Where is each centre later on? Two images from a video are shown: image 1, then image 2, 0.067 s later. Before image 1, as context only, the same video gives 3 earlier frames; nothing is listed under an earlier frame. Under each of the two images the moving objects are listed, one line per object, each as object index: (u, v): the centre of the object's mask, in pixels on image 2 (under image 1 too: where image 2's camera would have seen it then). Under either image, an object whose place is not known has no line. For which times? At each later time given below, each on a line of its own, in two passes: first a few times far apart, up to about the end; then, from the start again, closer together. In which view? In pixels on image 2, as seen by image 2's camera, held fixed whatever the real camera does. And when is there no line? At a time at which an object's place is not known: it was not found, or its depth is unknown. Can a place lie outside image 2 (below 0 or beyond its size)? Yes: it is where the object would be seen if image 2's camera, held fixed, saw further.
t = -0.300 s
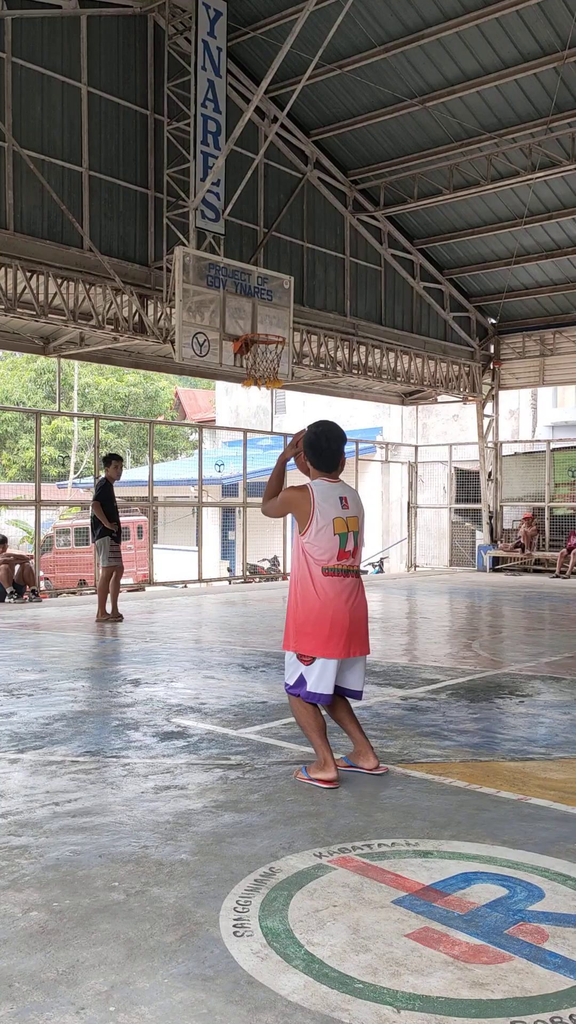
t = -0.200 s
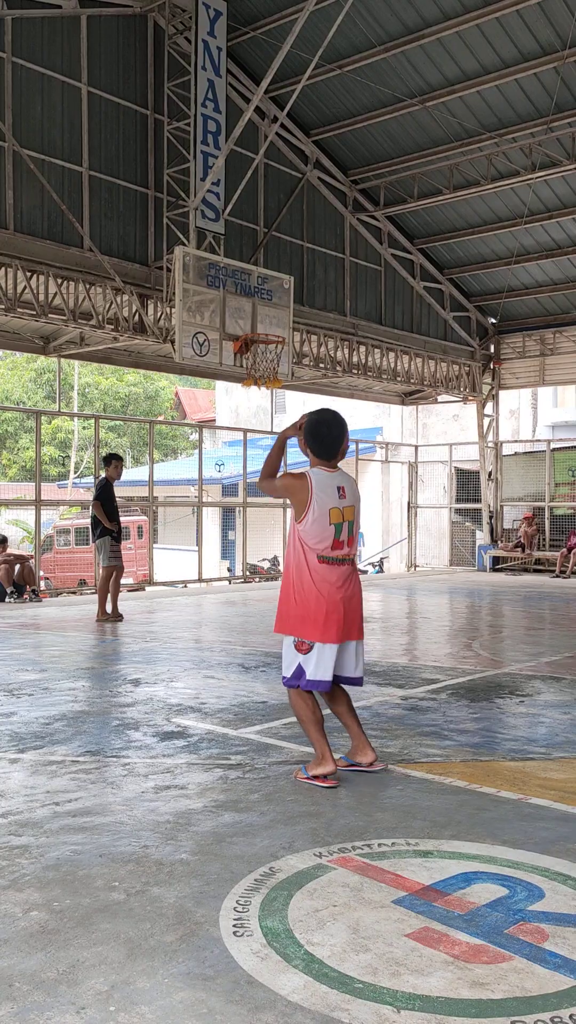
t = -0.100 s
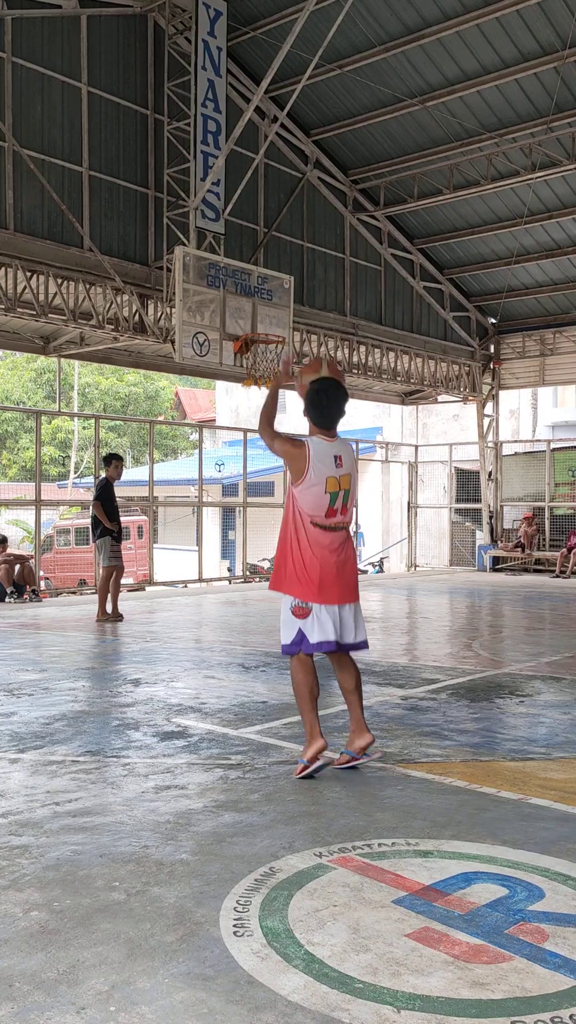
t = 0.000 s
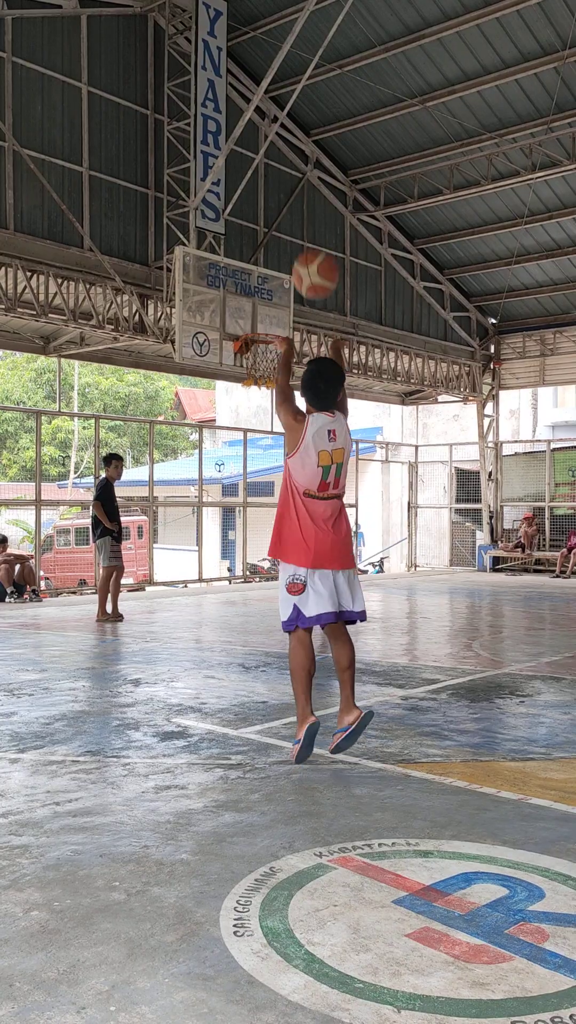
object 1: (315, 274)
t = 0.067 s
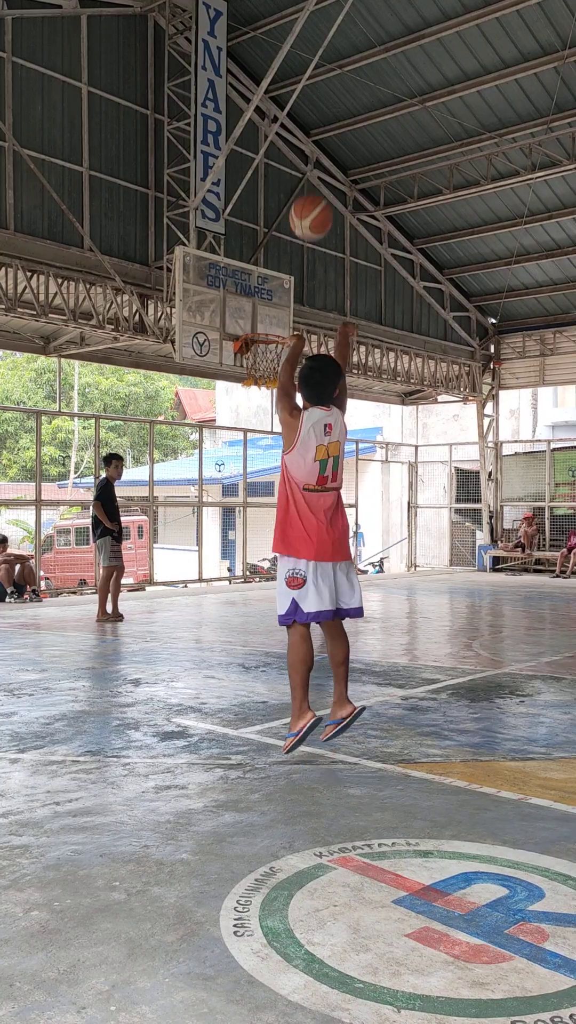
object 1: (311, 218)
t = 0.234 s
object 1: (302, 135)
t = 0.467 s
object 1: (292, 113)
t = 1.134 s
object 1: (276, 335)
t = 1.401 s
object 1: (281, 327)
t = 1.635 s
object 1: (299, 331)
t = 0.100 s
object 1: (309, 195)
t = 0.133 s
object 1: (307, 176)
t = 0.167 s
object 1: (305, 160)
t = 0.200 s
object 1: (304, 147)
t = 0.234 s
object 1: (302, 135)
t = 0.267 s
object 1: (300, 126)
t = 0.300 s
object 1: (298, 120)
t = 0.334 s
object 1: (297, 115)
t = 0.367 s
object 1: (296, 112)
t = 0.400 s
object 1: (295, 111)
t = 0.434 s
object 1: (294, 111)
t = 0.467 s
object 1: (292, 113)
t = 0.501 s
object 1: (292, 116)
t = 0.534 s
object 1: (291, 120)
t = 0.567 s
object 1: (289, 126)
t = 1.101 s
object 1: (277, 319)
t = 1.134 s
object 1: (276, 335)
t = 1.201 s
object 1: (258, 335)
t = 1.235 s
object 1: (256, 332)
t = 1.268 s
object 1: (259, 332)
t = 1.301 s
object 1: (265, 330)
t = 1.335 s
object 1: (271, 328)
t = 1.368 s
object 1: (276, 328)
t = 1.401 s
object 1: (281, 327)
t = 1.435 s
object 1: (283, 326)
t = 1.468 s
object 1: (286, 324)
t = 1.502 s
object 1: (289, 323)
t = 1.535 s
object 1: (291, 324)
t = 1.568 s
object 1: (294, 326)
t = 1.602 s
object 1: (295, 328)
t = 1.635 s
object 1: (299, 331)
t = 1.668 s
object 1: (302, 336)
